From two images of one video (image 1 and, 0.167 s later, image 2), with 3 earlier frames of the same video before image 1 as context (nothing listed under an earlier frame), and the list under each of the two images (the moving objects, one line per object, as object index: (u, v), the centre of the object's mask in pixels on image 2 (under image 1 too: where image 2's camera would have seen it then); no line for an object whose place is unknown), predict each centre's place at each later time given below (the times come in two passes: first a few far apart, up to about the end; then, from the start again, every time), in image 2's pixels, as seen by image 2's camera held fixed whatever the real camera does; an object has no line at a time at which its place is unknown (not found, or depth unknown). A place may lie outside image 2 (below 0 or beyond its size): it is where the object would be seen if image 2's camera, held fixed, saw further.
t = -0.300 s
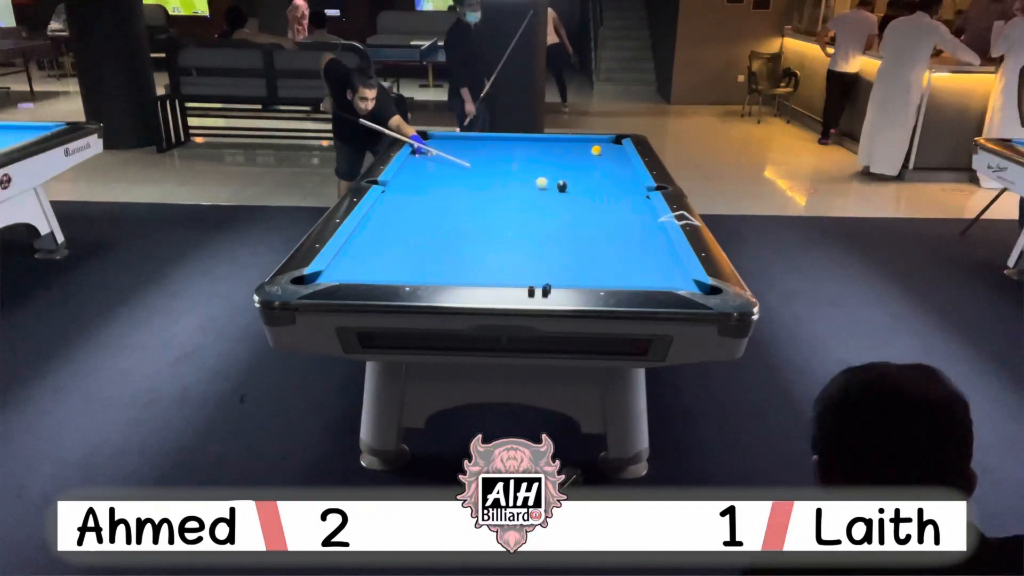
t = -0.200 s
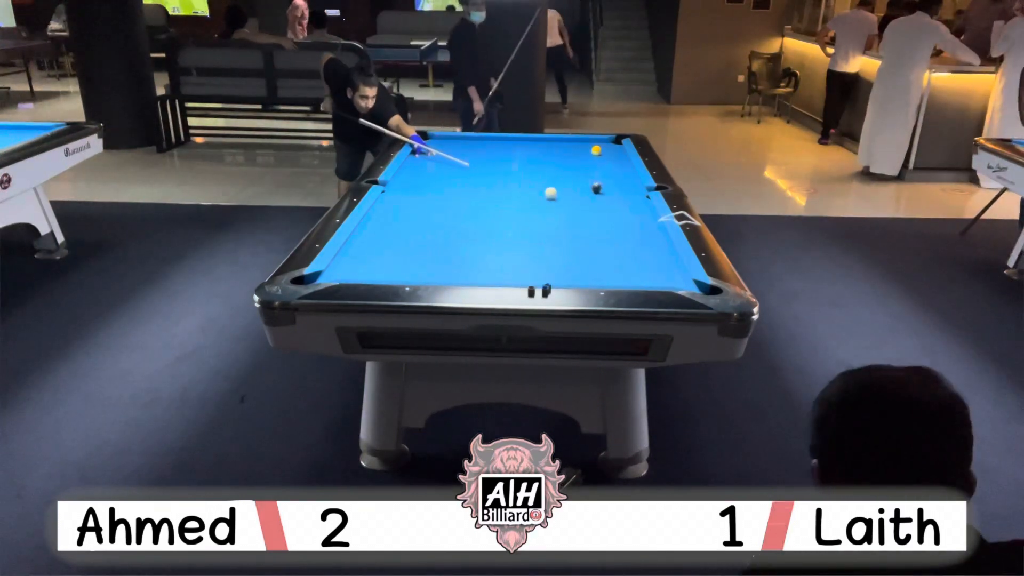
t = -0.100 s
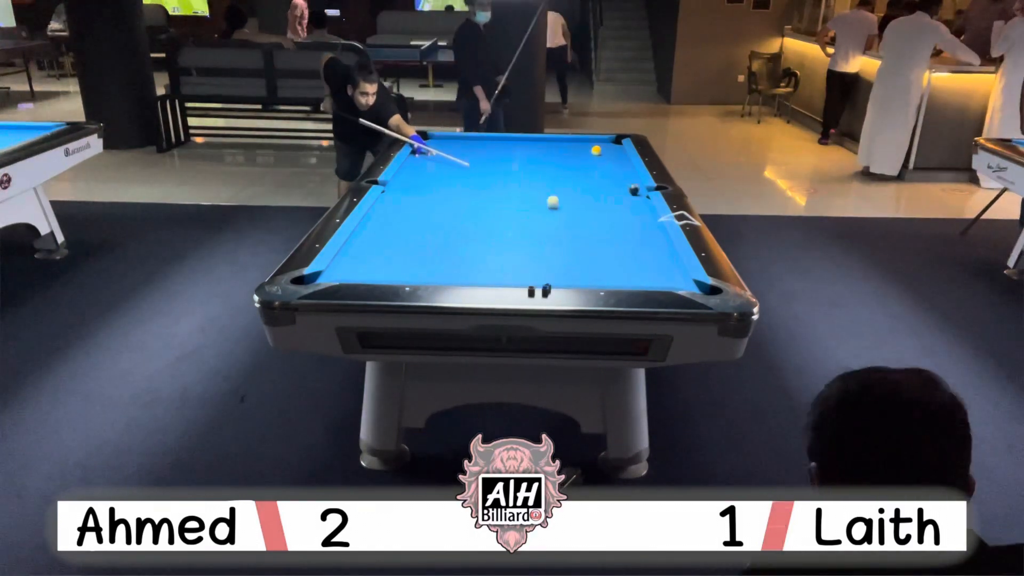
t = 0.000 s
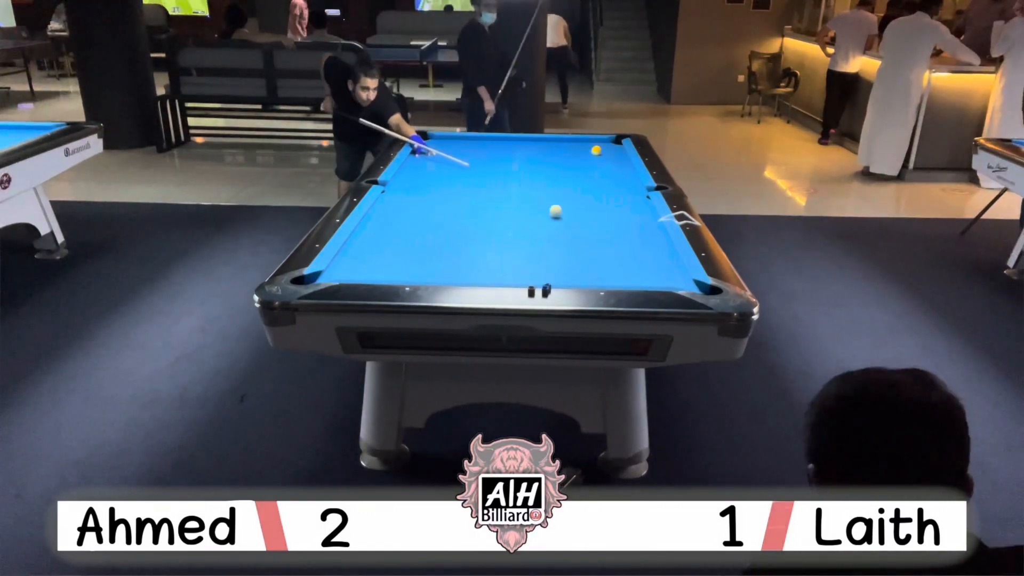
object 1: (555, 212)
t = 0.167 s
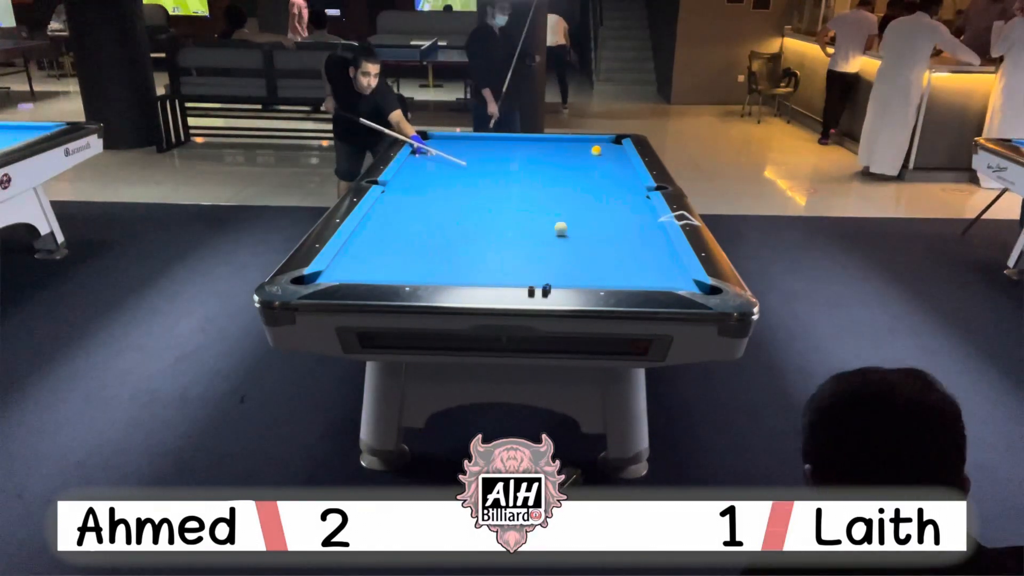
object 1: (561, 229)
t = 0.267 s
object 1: (565, 241)
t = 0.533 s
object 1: (575, 275)
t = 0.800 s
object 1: (577, 267)
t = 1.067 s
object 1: (575, 247)
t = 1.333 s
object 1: (574, 231)
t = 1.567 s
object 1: (574, 219)
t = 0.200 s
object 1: (562, 233)
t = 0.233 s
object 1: (563, 237)
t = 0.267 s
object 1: (565, 241)
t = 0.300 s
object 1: (566, 245)
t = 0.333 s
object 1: (567, 249)
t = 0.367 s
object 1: (568, 253)
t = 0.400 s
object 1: (570, 258)
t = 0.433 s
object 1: (571, 262)
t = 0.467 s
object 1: (572, 267)
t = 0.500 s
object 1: (574, 272)
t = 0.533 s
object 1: (575, 275)
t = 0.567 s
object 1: (577, 278)
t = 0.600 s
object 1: (578, 280)
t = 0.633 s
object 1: (577, 278)
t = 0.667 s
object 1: (577, 276)
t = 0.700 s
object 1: (577, 275)
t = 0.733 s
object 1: (577, 273)
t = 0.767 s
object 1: (577, 271)
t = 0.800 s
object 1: (577, 267)
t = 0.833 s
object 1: (576, 264)
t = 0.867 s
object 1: (576, 261)
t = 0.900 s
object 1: (576, 259)
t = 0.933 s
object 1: (576, 256)
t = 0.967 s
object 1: (576, 254)
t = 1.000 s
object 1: (576, 252)
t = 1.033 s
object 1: (575, 249)
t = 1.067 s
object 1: (575, 247)
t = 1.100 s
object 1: (575, 245)
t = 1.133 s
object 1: (575, 243)
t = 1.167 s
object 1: (575, 241)
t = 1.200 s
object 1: (575, 239)
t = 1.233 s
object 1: (575, 237)
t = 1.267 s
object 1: (575, 235)
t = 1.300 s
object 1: (575, 233)
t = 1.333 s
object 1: (574, 231)
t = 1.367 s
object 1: (574, 229)
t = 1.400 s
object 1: (574, 227)
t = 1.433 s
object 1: (574, 226)
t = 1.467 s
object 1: (574, 224)
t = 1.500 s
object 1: (574, 222)
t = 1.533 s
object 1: (574, 221)
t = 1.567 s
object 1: (574, 219)
